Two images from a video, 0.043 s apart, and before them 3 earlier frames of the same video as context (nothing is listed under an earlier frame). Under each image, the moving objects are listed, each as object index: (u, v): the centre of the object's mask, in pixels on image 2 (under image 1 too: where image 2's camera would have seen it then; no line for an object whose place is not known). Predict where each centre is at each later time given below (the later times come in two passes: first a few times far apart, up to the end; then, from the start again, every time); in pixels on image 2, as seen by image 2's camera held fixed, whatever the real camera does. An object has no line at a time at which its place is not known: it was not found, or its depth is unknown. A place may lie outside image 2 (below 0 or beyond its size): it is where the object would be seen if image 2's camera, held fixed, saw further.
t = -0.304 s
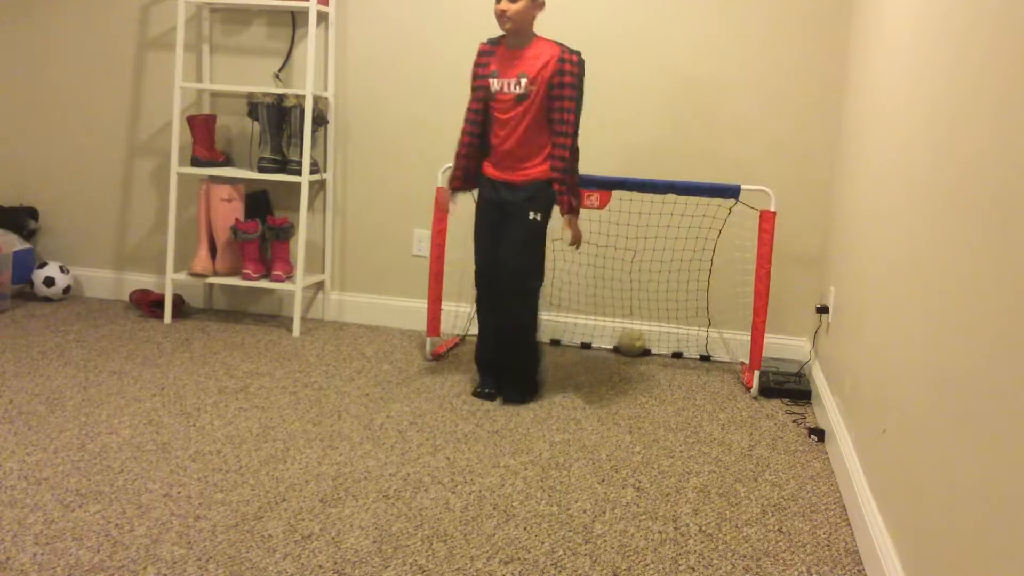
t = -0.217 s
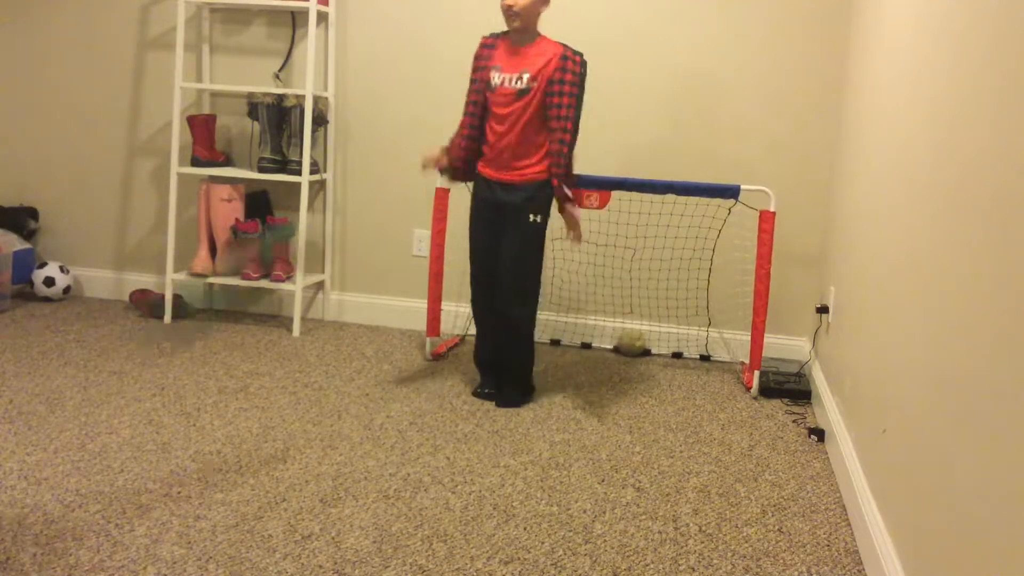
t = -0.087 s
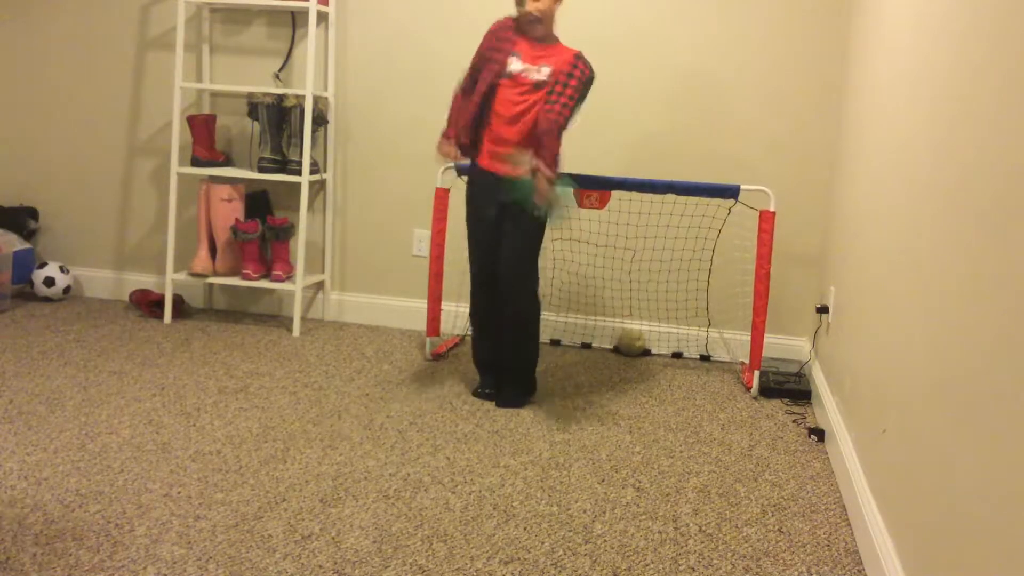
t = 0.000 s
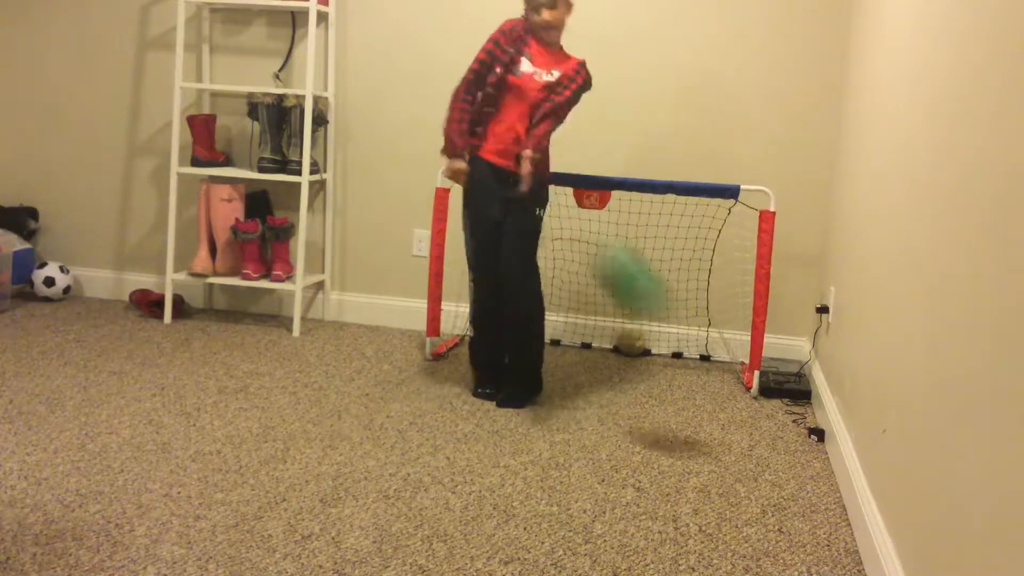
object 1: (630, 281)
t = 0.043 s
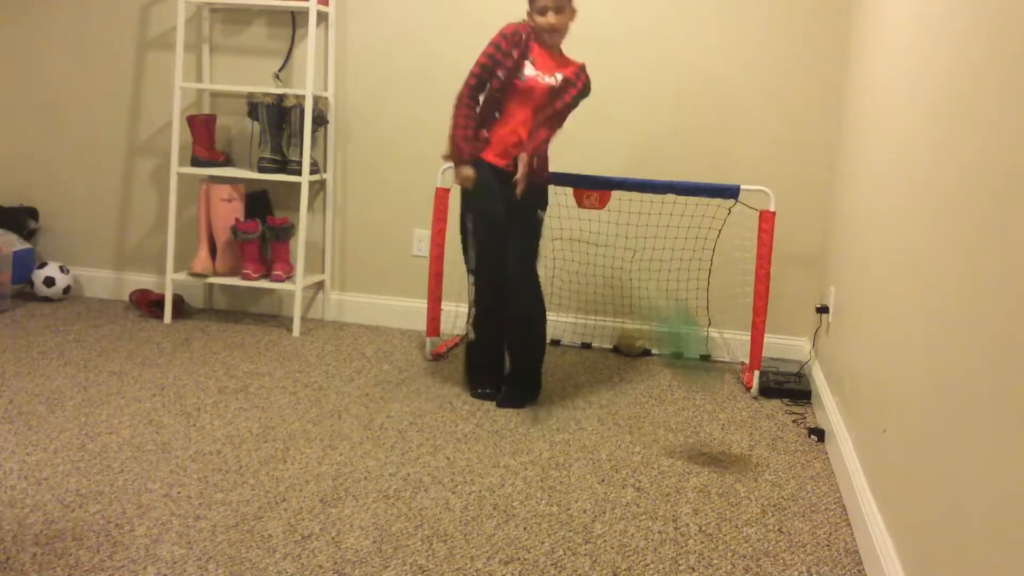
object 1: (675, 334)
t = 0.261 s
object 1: (839, 367)
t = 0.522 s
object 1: (761, 338)
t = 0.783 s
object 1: (632, 560)
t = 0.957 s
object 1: (649, 523)
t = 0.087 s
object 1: (727, 401)
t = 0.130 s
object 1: (774, 456)
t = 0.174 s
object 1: (799, 424)
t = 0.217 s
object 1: (827, 394)
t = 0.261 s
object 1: (839, 367)
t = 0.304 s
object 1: (829, 347)
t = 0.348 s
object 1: (819, 334)
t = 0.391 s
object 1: (808, 326)
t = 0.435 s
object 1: (794, 324)
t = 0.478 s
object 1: (778, 327)
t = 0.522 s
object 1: (761, 338)
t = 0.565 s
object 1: (742, 362)
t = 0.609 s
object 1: (720, 392)
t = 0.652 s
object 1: (699, 431)
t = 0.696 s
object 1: (676, 478)
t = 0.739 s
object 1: (651, 535)
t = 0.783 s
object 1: (632, 560)
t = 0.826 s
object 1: (636, 547)
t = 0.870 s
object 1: (640, 536)
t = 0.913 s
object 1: (645, 528)
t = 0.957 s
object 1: (649, 523)
